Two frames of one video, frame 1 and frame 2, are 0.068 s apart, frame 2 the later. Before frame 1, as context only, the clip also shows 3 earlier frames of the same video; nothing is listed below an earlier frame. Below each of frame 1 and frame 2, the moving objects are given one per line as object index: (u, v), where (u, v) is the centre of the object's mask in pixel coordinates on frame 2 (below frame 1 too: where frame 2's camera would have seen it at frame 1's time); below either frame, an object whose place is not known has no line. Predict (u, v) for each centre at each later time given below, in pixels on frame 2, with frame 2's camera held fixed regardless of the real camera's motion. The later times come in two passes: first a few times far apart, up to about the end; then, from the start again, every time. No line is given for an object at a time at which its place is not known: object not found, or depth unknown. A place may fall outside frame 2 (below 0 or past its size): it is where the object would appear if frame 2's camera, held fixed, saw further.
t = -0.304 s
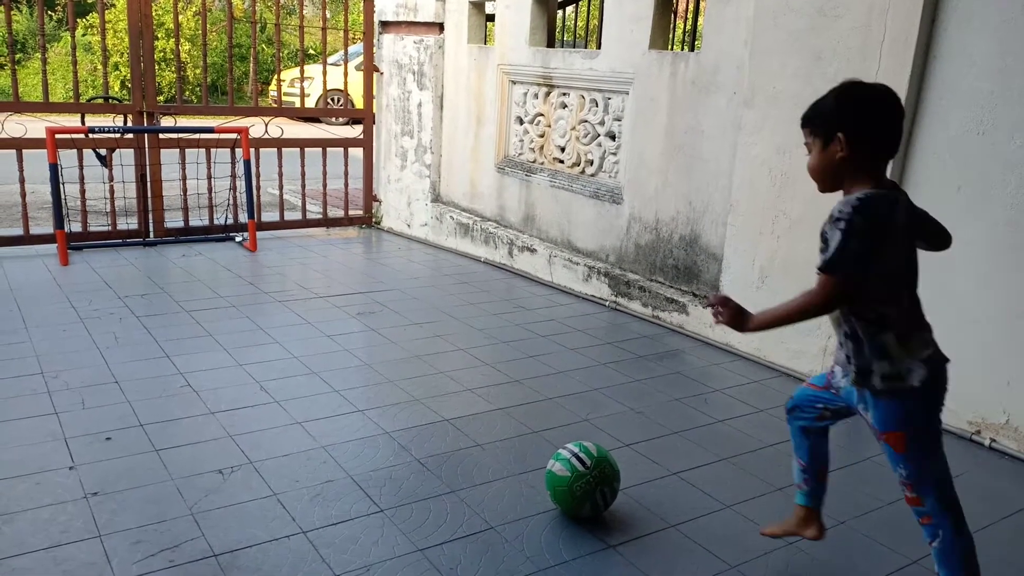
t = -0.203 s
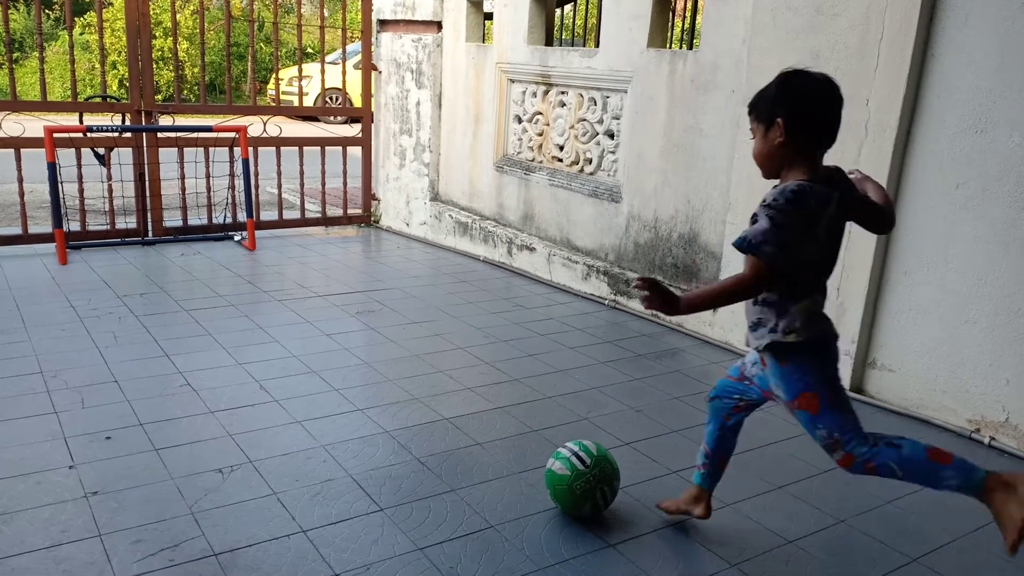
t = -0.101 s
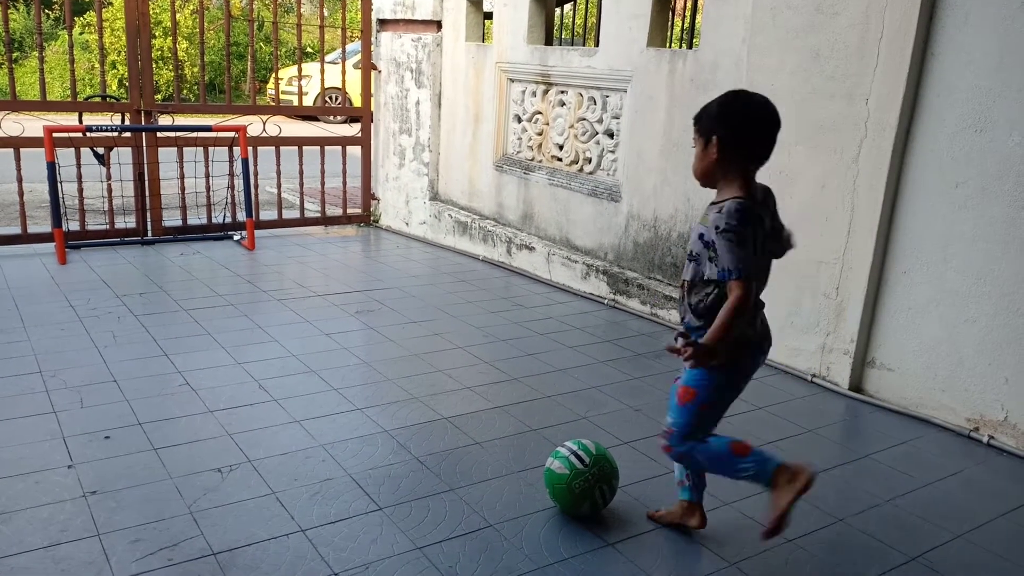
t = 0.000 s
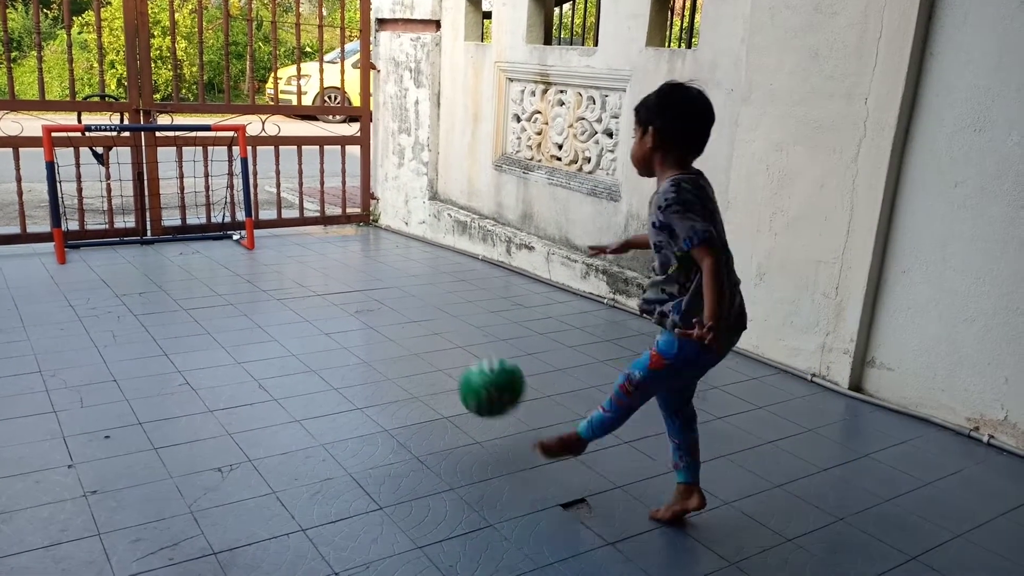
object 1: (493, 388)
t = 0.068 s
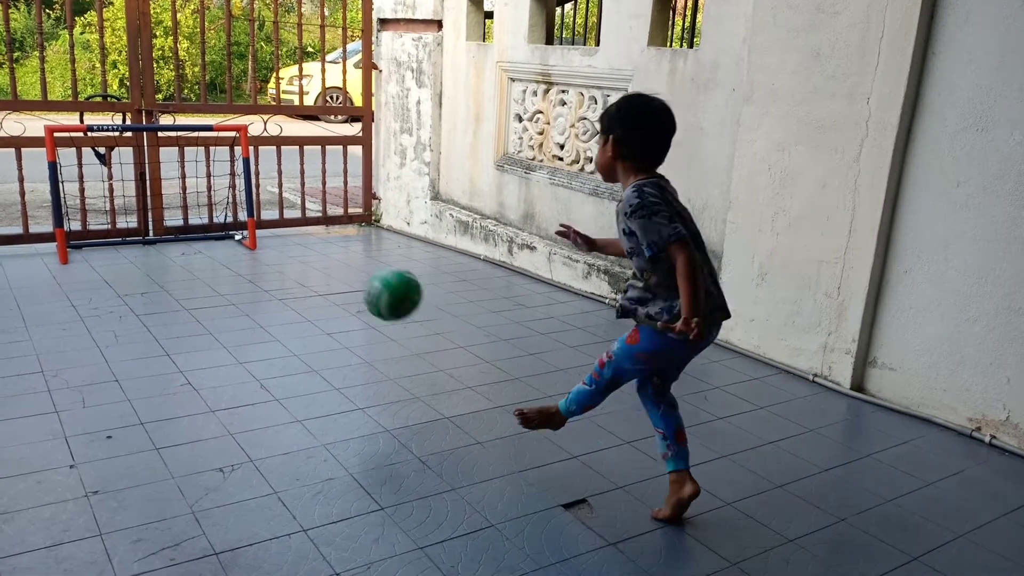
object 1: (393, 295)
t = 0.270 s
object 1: (199, 167)
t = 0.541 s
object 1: (114, 216)
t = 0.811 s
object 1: (111, 184)
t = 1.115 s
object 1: (116, 258)
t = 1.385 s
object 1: (116, 268)
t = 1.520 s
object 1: (120, 314)
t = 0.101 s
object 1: (351, 260)
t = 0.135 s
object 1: (313, 232)
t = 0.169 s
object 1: (279, 209)
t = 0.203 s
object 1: (249, 191)
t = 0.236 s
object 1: (223, 177)
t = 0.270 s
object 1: (199, 167)
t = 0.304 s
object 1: (178, 160)
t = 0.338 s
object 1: (159, 155)
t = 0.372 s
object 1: (142, 153)
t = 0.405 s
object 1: (127, 154)
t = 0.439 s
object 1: (114, 156)
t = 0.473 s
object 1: (111, 170)
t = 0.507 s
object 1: (112, 192)
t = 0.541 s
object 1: (114, 216)
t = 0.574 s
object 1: (116, 242)
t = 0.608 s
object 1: (115, 234)
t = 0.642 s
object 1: (114, 222)
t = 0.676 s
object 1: (114, 210)
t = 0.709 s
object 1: (113, 200)
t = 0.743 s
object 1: (112, 193)
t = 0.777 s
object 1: (111, 188)
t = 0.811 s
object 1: (111, 184)
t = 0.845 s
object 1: (111, 182)
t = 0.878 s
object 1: (111, 183)
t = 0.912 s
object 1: (111, 185)
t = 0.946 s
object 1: (112, 190)
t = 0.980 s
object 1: (112, 198)
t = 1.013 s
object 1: (112, 209)
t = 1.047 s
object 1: (113, 223)
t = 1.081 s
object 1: (114, 239)
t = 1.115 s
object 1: (116, 258)
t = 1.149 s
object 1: (117, 281)
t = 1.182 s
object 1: (117, 285)
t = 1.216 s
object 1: (117, 276)
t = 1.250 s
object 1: (116, 270)
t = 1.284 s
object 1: (116, 265)
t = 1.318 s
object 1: (116, 263)
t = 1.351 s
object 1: (116, 264)
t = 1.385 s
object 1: (116, 268)
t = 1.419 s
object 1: (117, 274)
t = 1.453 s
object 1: (118, 284)
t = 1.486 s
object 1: (119, 297)
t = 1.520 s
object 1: (120, 314)
